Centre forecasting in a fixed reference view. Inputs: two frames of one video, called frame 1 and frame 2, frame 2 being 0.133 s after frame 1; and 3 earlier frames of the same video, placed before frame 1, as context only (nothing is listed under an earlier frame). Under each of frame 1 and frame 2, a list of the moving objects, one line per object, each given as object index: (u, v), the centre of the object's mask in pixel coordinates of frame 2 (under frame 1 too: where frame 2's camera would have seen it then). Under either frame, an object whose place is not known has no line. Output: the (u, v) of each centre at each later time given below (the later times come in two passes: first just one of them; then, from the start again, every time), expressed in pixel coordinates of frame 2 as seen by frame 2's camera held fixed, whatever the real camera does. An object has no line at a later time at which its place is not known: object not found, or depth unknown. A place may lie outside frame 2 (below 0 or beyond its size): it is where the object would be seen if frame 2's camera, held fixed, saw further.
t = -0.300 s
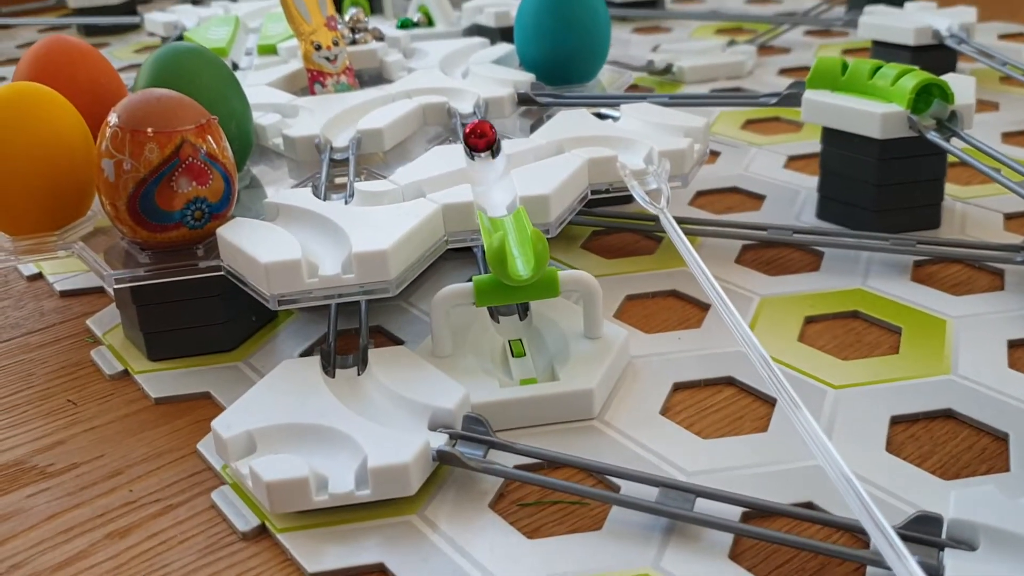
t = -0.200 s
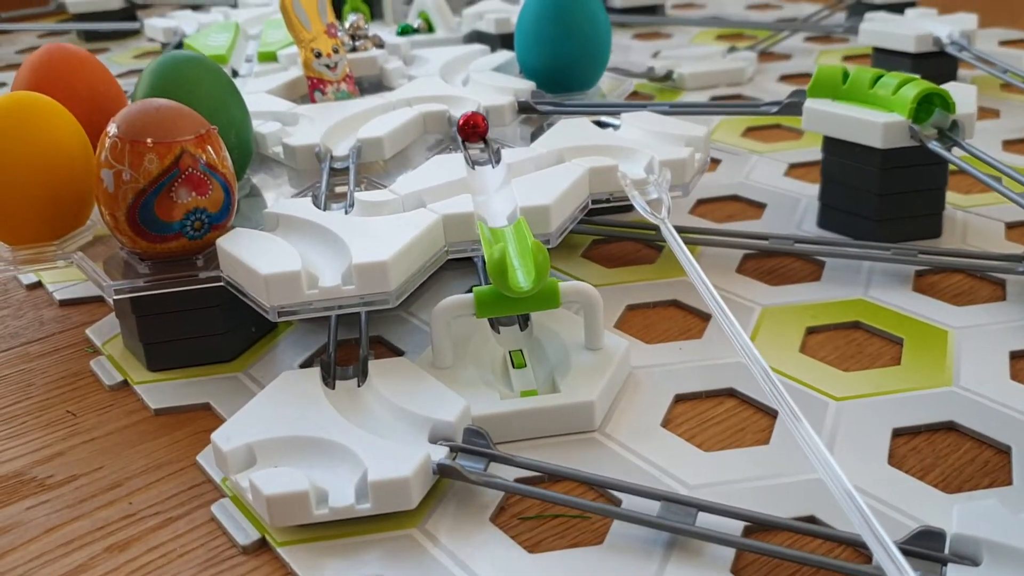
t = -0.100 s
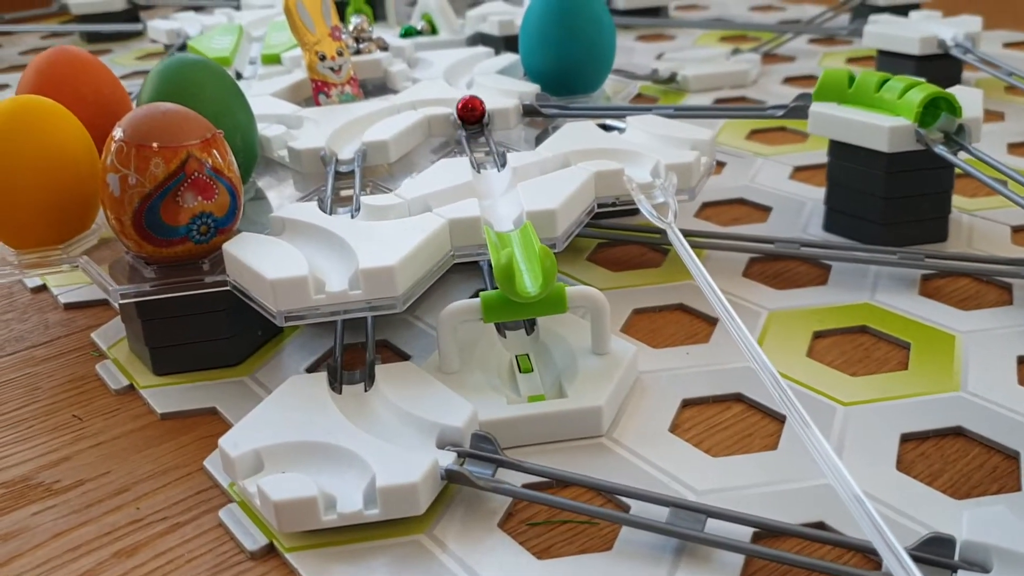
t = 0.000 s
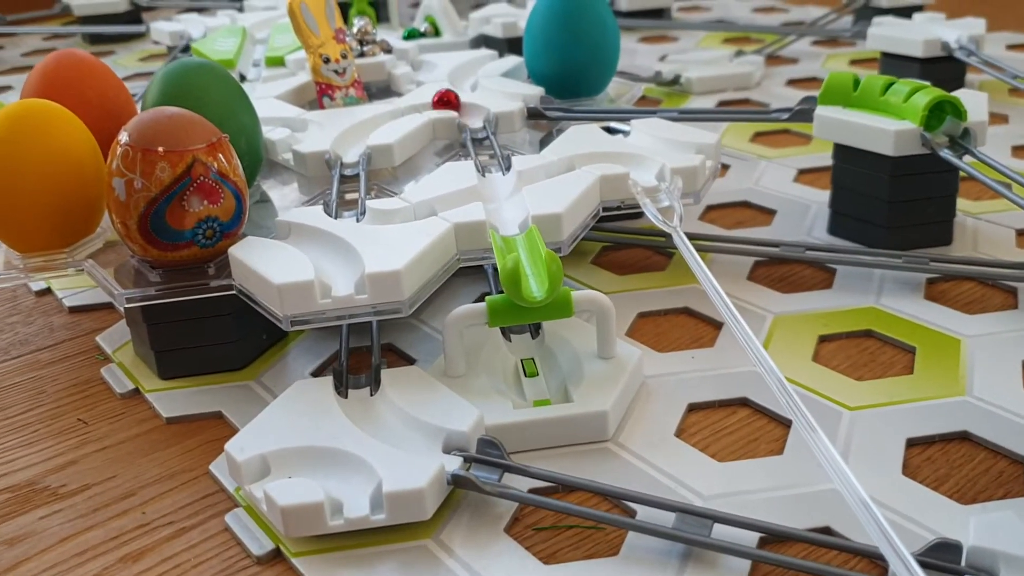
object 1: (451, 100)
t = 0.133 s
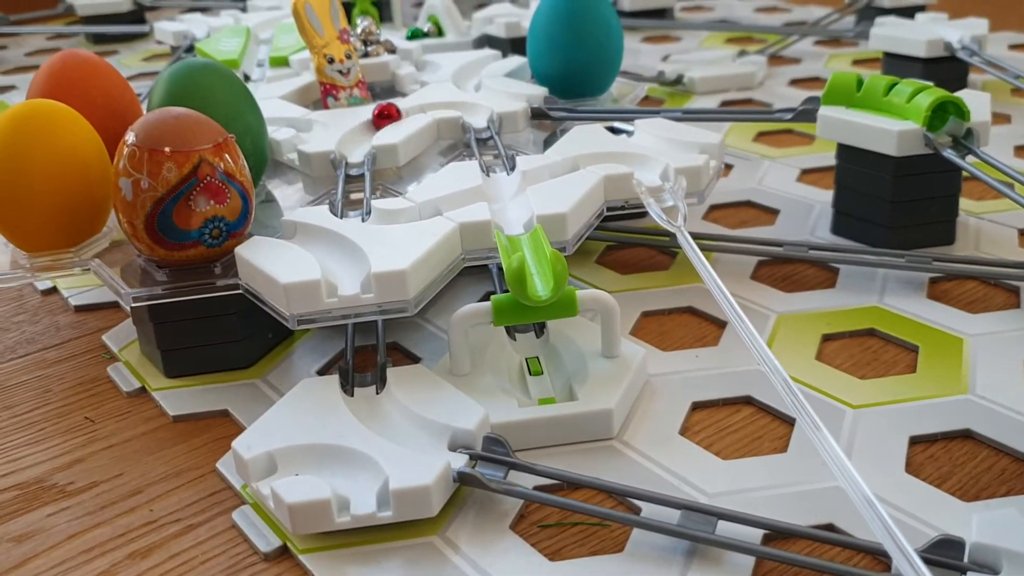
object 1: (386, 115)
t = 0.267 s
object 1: (355, 140)
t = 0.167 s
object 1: (374, 121)
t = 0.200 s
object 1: (365, 127)
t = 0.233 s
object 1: (359, 134)
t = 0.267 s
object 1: (355, 140)
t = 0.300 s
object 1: (353, 145)
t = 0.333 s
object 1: (353, 150)
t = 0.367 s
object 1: (353, 155)
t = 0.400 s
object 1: (352, 162)
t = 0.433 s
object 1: (352, 170)
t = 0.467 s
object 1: (352, 176)
